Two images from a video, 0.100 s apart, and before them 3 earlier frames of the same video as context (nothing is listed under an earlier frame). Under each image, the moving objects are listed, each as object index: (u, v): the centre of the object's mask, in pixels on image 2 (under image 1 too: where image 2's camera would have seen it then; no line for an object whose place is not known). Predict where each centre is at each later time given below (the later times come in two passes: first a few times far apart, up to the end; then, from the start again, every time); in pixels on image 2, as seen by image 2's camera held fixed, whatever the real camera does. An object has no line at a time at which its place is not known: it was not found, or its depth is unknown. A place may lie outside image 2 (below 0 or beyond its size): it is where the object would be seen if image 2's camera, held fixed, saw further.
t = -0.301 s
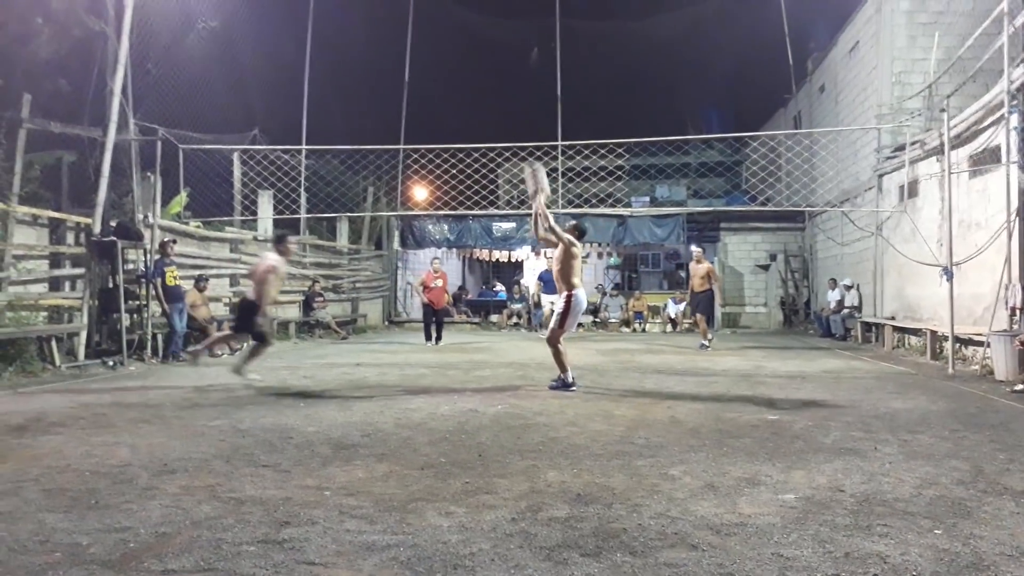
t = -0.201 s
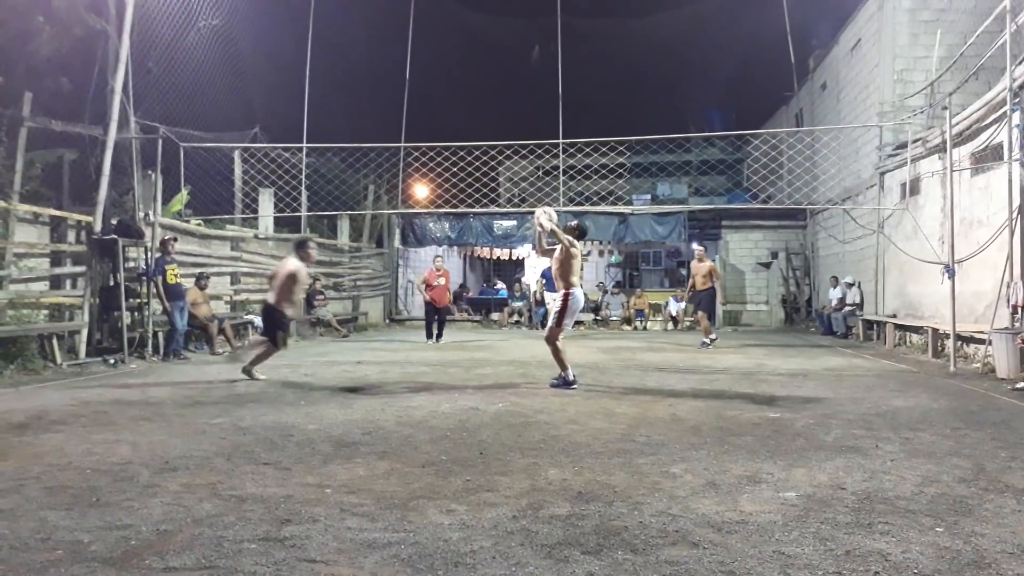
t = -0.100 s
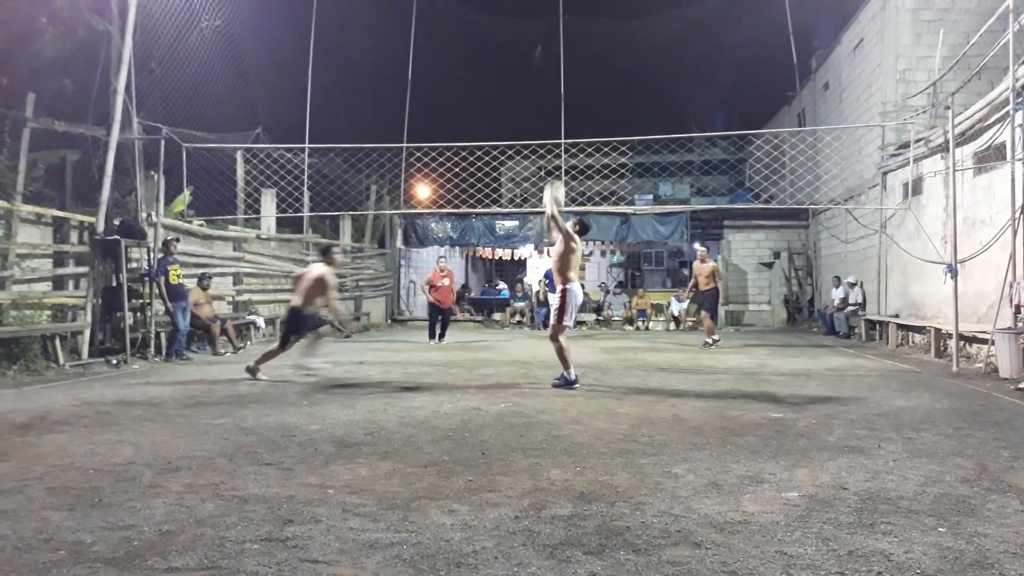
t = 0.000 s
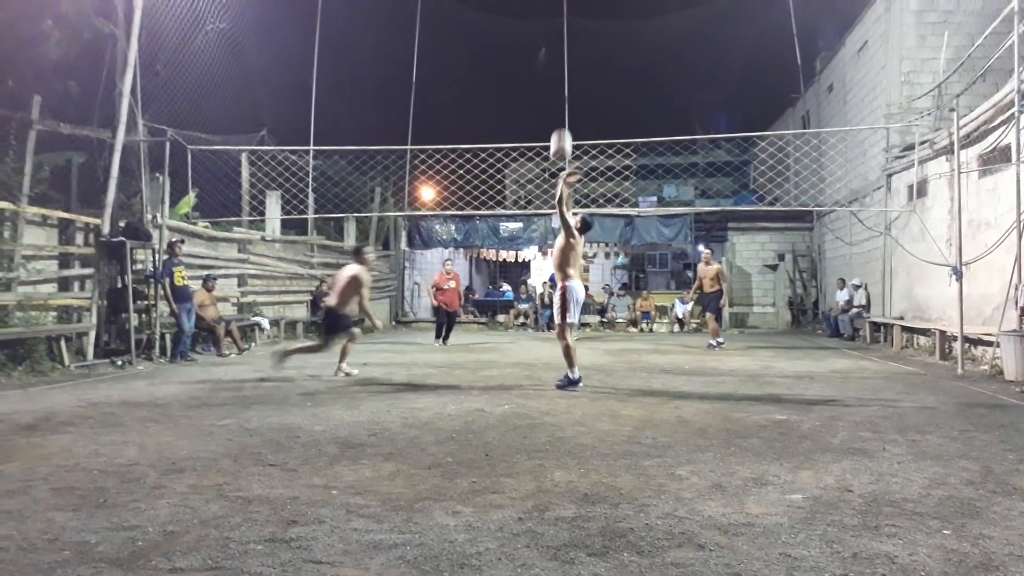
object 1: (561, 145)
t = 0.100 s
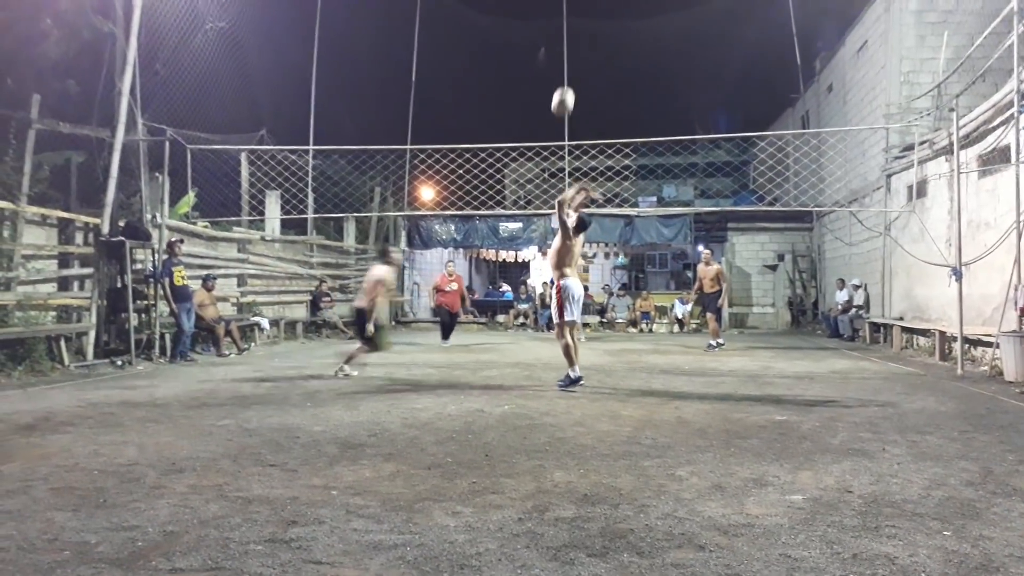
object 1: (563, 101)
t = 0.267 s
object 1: (567, 50)
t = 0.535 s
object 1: (575, 23)
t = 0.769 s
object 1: (581, 52)
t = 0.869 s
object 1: (584, 79)
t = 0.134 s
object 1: (564, 89)
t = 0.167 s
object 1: (565, 78)
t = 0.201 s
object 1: (566, 67)
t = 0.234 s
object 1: (567, 57)
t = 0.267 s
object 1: (567, 50)
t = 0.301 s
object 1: (569, 43)
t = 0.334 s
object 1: (569, 37)
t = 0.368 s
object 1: (570, 32)
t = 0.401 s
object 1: (571, 28)
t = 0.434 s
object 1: (572, 25)
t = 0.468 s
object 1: (573, 23)
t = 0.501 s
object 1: (574, 22)
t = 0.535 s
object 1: (575, 23)
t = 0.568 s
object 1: (576, 25)
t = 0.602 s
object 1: (577, 27)
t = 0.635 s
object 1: (578, 30)
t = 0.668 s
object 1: (578, 34)
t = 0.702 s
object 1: (579, 39)
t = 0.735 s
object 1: (580, 45)
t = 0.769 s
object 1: (581, 52)
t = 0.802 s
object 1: (582, 60)
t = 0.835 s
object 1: (583, 69)
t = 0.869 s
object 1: (584, 79)
